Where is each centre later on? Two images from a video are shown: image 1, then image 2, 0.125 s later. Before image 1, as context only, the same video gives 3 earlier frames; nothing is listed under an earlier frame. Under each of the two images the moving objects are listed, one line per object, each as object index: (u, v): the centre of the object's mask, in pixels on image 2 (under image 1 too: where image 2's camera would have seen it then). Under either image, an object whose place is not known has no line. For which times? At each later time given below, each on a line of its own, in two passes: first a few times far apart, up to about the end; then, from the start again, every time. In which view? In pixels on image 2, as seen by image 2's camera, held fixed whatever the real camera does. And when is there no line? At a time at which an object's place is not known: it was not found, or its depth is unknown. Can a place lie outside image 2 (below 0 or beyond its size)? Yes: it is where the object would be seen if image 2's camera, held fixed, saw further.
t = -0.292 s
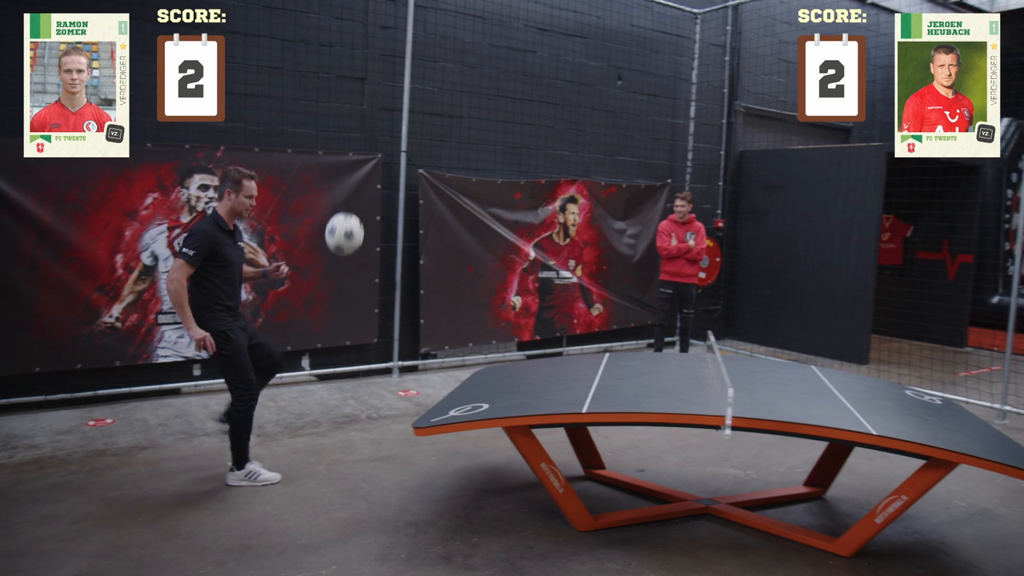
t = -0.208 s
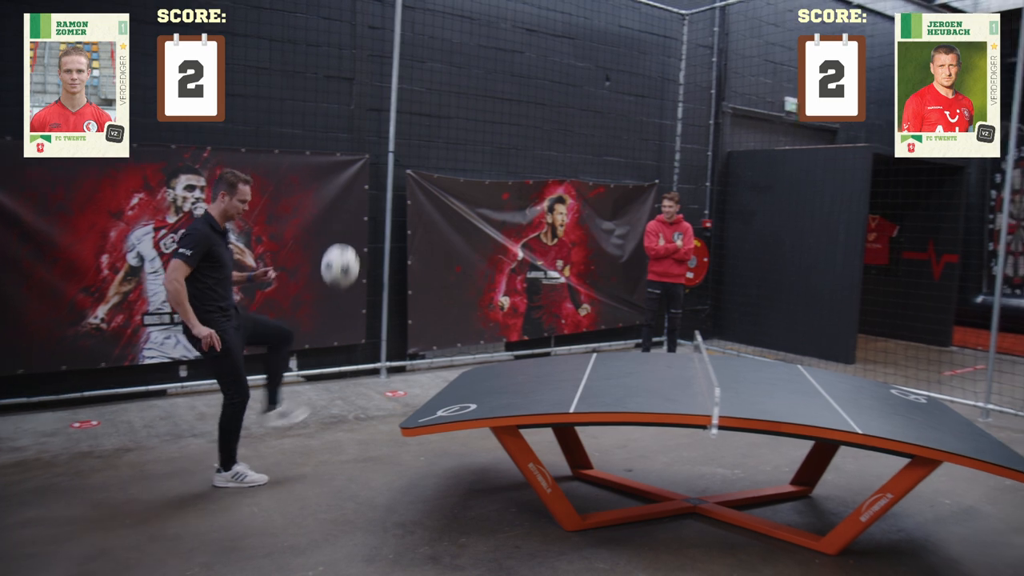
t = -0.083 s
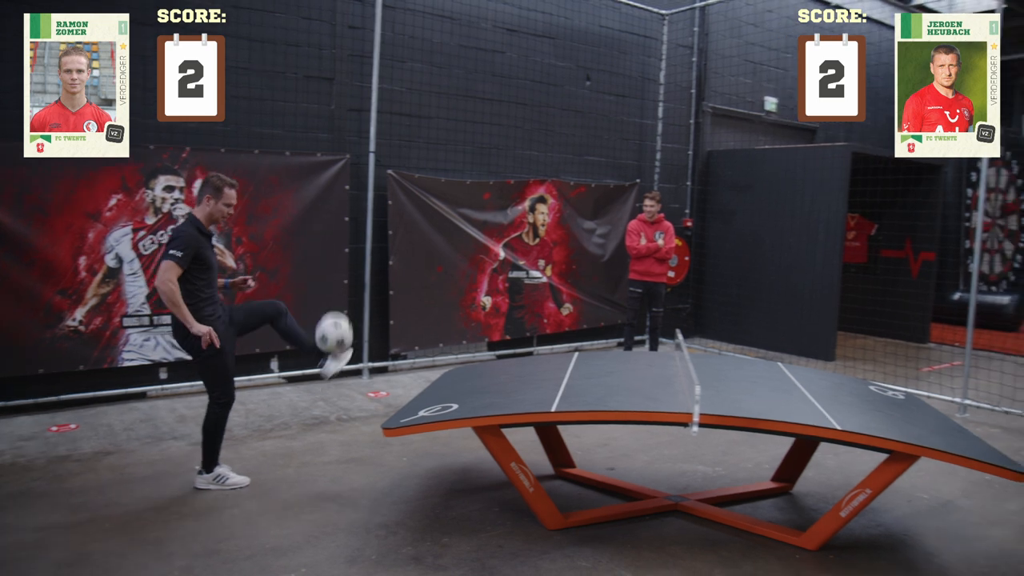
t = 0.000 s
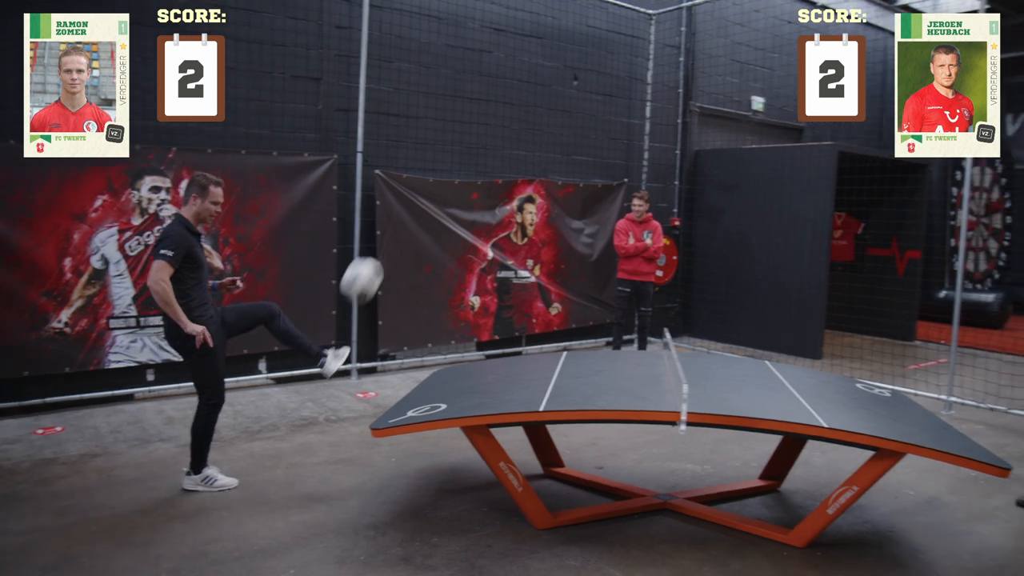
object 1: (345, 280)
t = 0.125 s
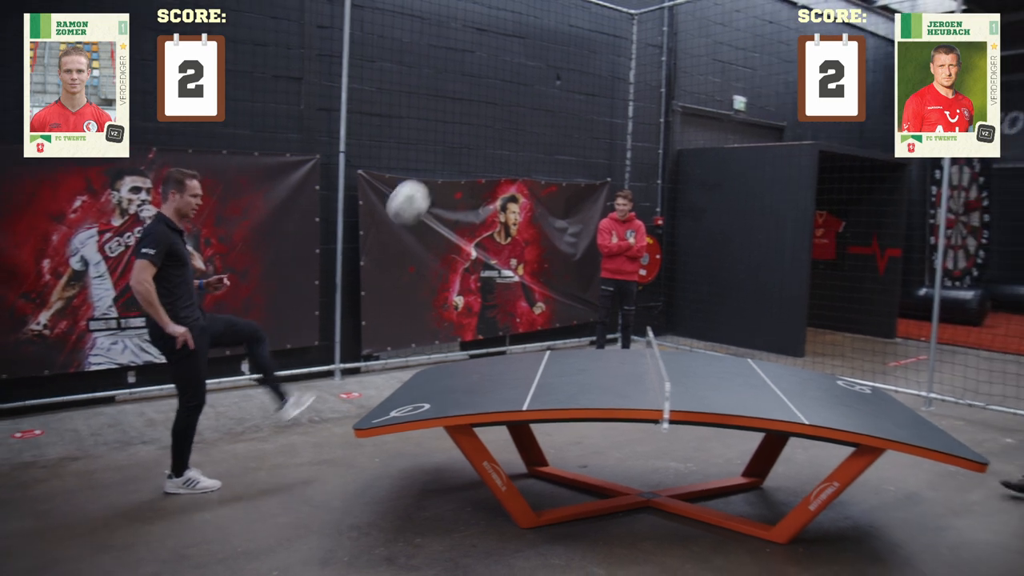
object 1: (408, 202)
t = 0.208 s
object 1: (450, 165)
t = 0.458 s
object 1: (574, 124)
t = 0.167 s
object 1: (429, 182)
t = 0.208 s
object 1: (450, 165)
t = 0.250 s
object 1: (471, 150)
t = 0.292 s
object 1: (492, 139)
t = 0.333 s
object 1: (513, 131)
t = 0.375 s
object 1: (534, 126)
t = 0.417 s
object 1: (554, 123)
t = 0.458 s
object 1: (574, 124)
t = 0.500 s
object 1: (594, 128)
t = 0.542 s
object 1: (613, 134)
